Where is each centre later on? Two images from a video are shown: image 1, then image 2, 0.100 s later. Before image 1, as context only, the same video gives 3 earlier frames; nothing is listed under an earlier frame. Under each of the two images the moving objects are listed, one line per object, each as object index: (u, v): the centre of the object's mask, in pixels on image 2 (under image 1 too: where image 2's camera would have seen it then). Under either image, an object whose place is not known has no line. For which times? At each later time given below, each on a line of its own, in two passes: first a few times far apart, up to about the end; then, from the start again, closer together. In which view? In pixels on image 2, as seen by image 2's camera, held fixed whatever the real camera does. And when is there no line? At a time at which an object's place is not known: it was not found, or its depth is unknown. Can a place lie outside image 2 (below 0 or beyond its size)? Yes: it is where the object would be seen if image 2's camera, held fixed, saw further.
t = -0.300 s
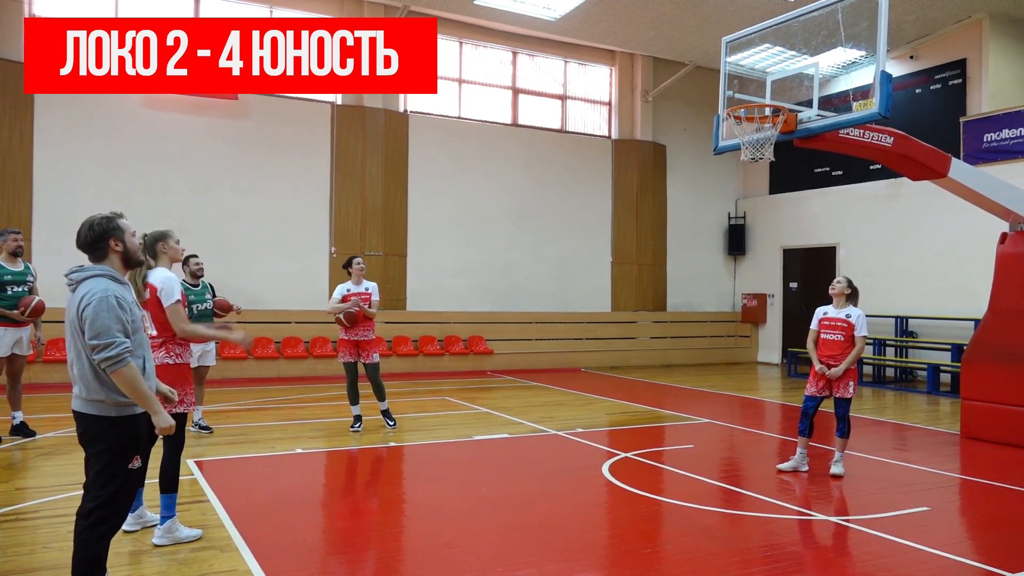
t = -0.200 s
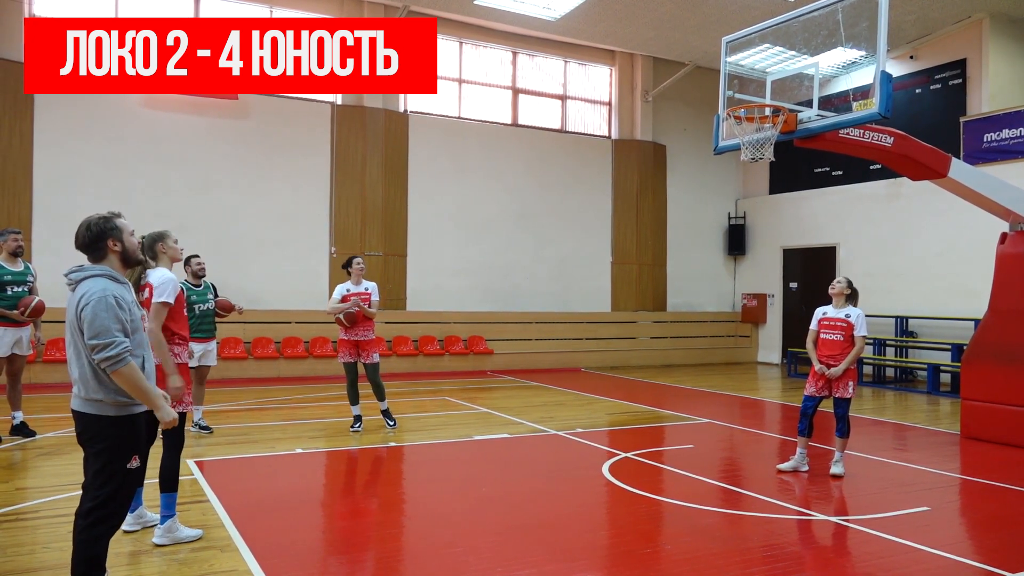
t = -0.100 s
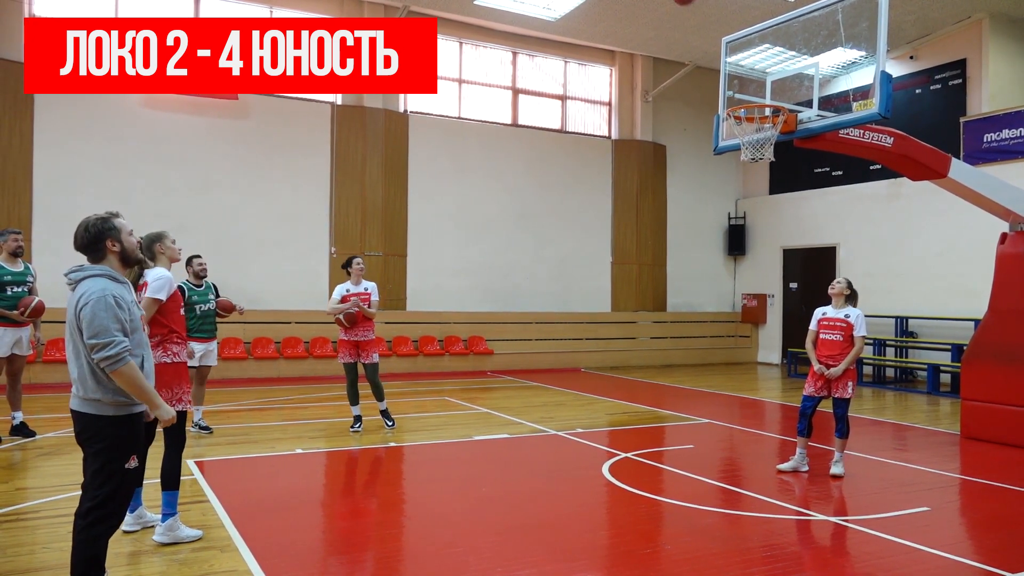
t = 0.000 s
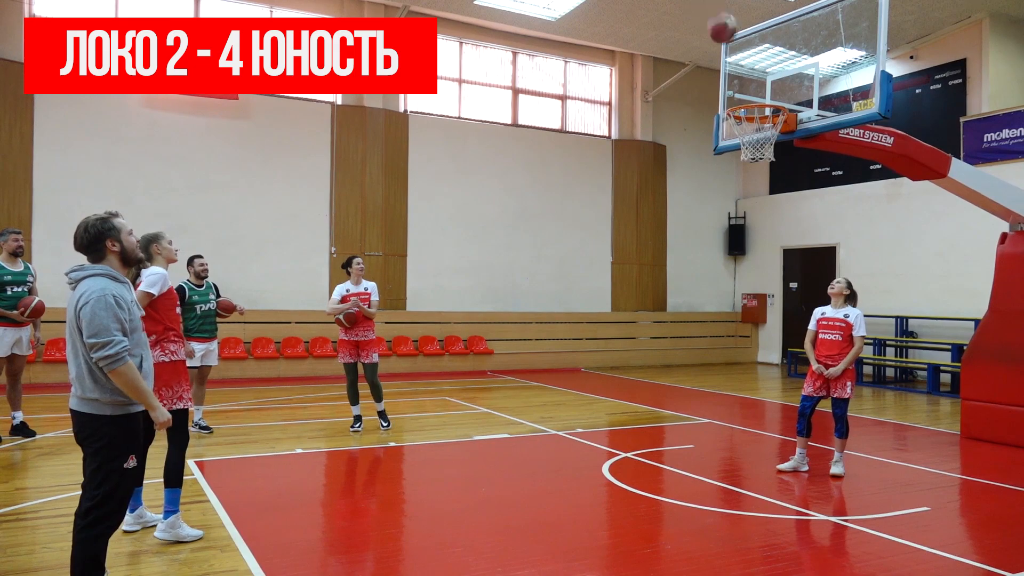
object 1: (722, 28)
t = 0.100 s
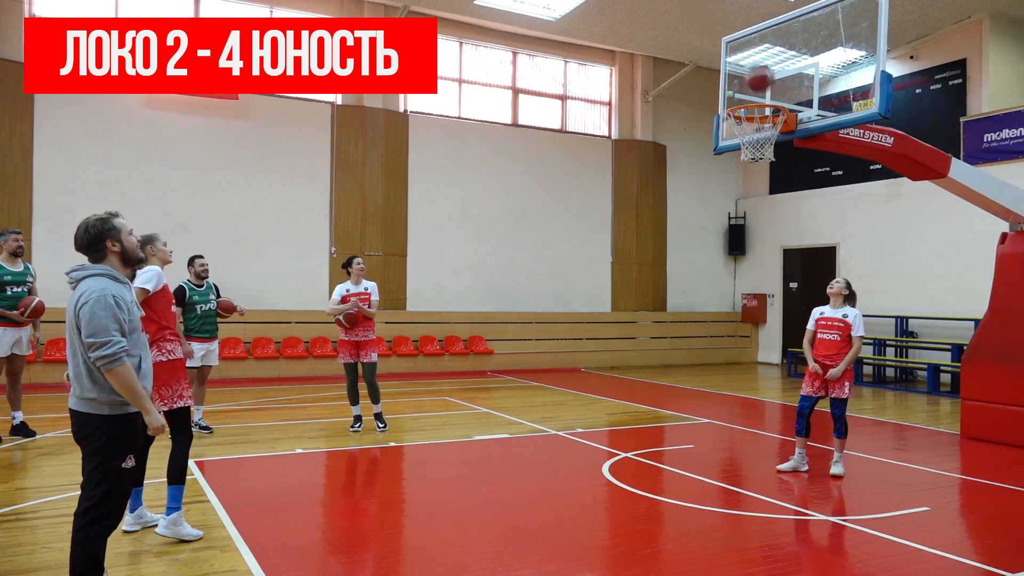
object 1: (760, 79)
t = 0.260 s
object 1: (745, 97)
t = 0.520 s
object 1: (688, 155)
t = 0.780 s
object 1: (641, 258)
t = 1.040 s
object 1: (604, 400)
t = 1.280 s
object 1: (591, 324)
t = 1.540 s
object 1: (578, 272)
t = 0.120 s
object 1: (766, 88)
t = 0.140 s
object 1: (774, 96)
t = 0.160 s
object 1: (771, 95)
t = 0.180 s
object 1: (766, 95)
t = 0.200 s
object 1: (760, 96)
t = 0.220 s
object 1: (755, 96)
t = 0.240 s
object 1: (749, 96)
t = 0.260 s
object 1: (745, 97)
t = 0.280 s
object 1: (738, 99)
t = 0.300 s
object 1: (733, 101)
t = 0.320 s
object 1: (727, 104)
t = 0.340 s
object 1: (723, 110)
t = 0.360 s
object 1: (719, 115)
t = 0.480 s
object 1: (695, 143)
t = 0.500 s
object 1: (691, 148)
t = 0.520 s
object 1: (688, 155)
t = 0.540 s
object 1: (684, 161)
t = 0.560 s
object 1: (680, 167)
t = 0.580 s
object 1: (676, 175)
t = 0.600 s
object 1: (672, 182)
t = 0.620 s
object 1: (669, 189)
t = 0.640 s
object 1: (665, 197)
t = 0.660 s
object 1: (661, 205)
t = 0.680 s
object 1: (658, 213)
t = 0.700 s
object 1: (655, 221)
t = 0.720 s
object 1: (651, 230)
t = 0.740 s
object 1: (648, 239)
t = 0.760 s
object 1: (645, 248)
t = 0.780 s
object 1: (641, 258)
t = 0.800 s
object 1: (638, 268)
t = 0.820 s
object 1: (635, 278)
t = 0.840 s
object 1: (632, 288)
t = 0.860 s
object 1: (630, 298)
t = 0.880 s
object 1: (627, 309)
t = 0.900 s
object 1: (623, 320)
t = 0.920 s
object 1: (620, 331)
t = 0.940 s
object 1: (618, 342)
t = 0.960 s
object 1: (615, 353)
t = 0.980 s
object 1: (612, 365)
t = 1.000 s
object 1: (610, 376)
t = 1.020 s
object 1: (607, 388)
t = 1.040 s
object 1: (604, 400)
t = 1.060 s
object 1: (602, 413)
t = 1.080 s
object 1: (601, 406)
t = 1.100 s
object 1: (600, 395)
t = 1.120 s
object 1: (600, 385)
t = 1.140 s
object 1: (599, 377)
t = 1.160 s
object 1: (598, 369)
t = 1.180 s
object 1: (597, 360)
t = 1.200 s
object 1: (595, 352)
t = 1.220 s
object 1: (594, 344)
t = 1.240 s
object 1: (593, 337)
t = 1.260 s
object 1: (592, 330)
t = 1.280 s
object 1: (591, 324)
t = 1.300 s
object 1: (590, 318)
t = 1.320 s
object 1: (589, 312)
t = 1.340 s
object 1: (588, 307)
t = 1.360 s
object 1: (587, 302)
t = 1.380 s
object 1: (586, 297)
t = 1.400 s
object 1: (585, 292)
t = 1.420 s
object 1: (584, 289)
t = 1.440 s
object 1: (583, 285)
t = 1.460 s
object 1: (582, 282)
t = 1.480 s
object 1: (580, 279)
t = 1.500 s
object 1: (580, 277)
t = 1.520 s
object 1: (579, 275)
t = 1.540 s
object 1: (578, 272)
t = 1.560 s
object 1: (577, 271)
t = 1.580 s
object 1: (576, 269)
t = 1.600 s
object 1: (575, 268)
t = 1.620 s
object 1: (574, 268)
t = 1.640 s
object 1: (573, 267)
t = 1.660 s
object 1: (572, 267)
